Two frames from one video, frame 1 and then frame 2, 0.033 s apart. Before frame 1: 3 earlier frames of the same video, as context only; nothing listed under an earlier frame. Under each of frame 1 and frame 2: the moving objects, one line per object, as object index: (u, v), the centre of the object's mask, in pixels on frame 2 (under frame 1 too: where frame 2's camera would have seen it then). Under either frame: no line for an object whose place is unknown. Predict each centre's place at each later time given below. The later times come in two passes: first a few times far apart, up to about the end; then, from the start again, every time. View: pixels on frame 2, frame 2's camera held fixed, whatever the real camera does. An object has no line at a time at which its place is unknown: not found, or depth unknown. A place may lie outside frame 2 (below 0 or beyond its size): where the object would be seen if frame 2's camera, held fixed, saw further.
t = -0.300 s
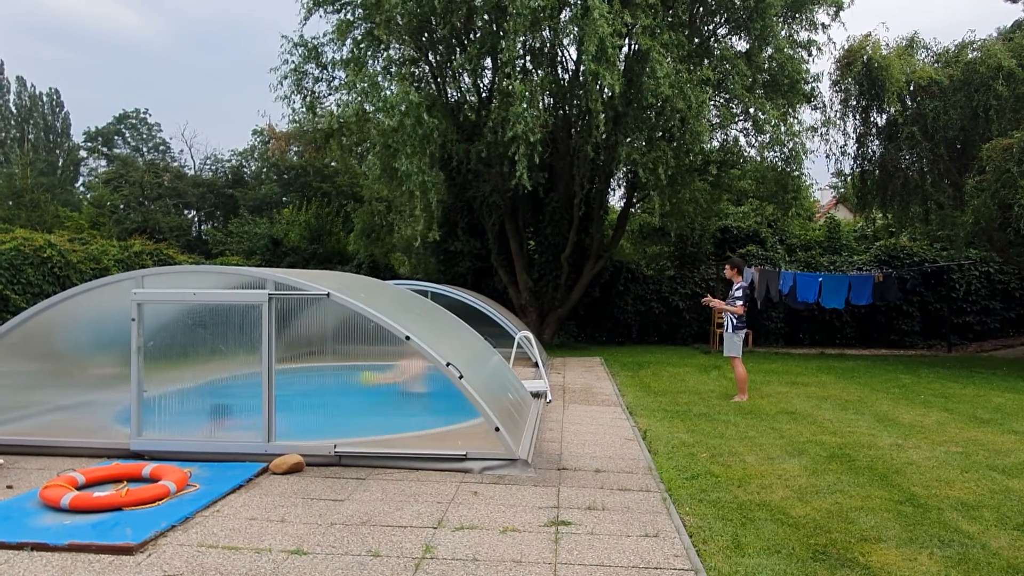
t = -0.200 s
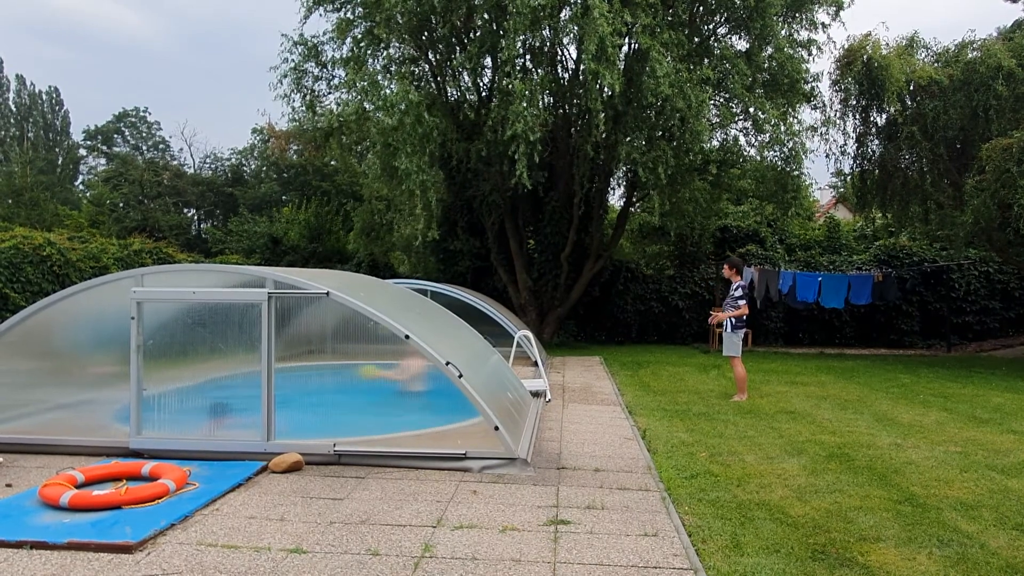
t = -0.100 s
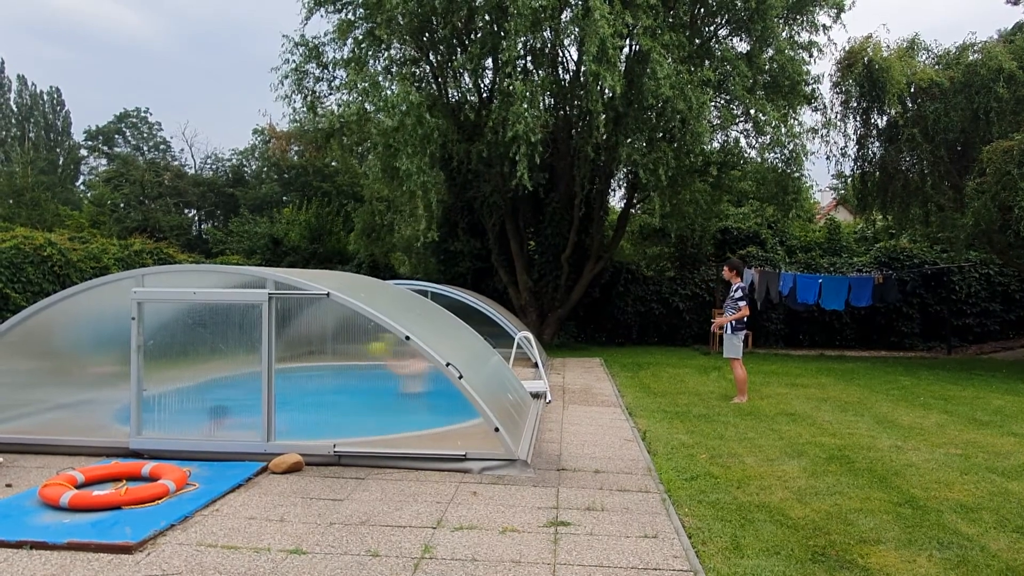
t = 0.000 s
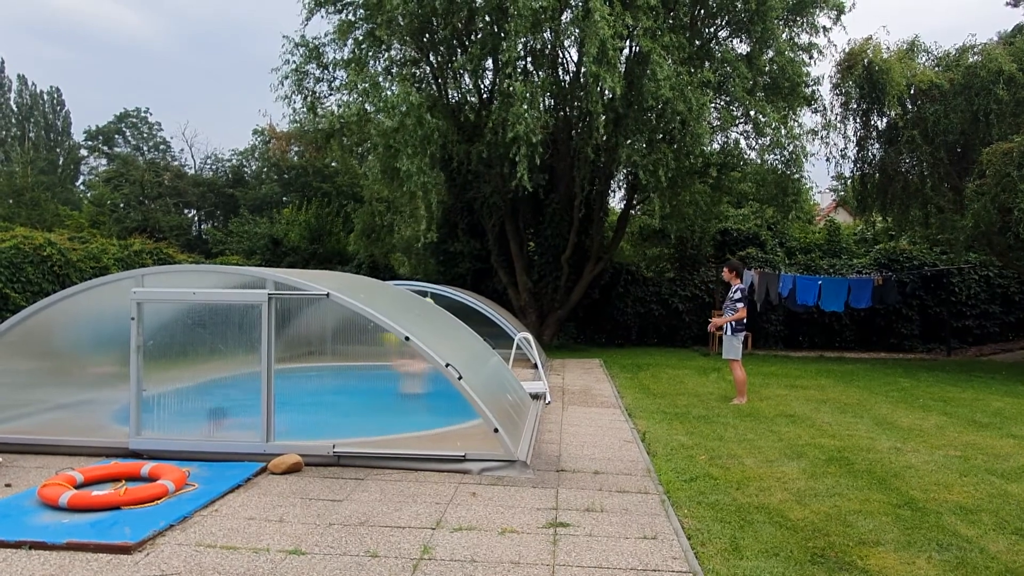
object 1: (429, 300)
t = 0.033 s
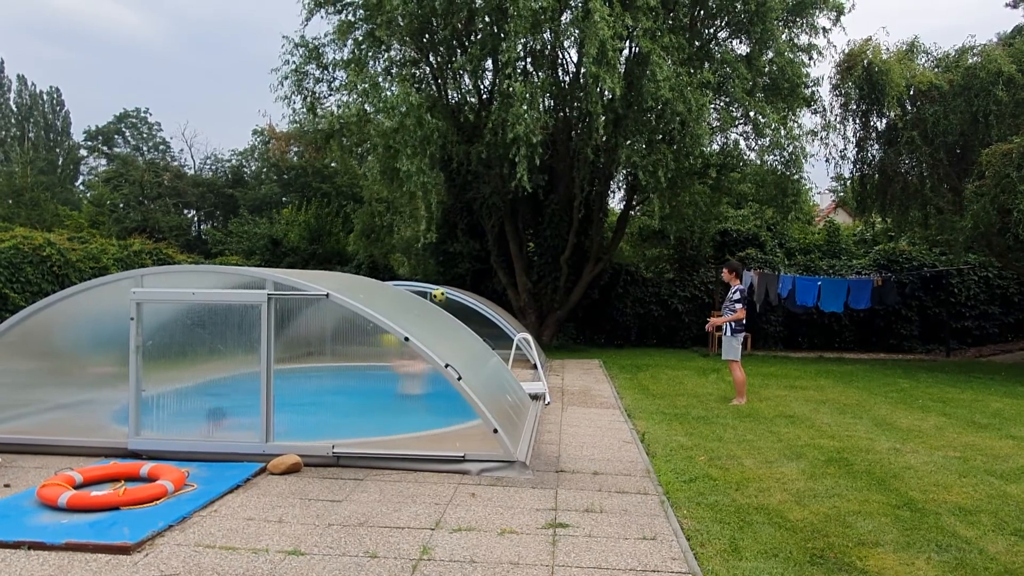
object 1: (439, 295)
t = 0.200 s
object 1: (500, 258)
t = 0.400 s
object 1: (573, 244)
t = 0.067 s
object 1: (451, 285)
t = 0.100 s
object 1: (463, 277)
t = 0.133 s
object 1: (475, 270)
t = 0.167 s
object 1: (488, 263)
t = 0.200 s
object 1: (500, 258)
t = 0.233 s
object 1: (512, 253)
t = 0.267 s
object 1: (524, 249)
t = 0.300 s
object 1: (536, 246)
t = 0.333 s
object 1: (549, 244)
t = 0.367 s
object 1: (561, 243)
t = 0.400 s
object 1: (573, 244)
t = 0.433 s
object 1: (585, 245)
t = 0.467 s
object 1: (597, 247)
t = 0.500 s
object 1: (610, 250)
